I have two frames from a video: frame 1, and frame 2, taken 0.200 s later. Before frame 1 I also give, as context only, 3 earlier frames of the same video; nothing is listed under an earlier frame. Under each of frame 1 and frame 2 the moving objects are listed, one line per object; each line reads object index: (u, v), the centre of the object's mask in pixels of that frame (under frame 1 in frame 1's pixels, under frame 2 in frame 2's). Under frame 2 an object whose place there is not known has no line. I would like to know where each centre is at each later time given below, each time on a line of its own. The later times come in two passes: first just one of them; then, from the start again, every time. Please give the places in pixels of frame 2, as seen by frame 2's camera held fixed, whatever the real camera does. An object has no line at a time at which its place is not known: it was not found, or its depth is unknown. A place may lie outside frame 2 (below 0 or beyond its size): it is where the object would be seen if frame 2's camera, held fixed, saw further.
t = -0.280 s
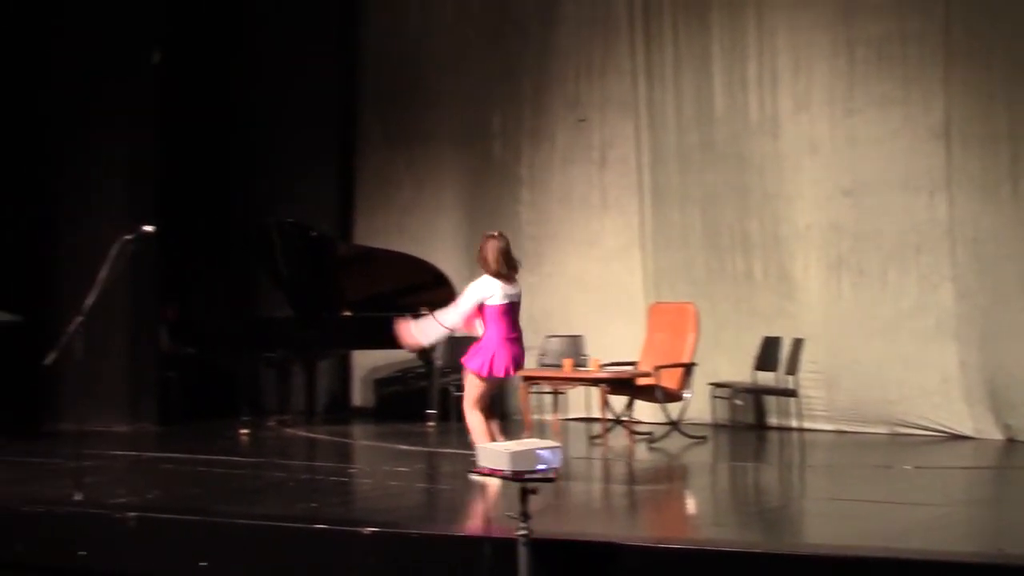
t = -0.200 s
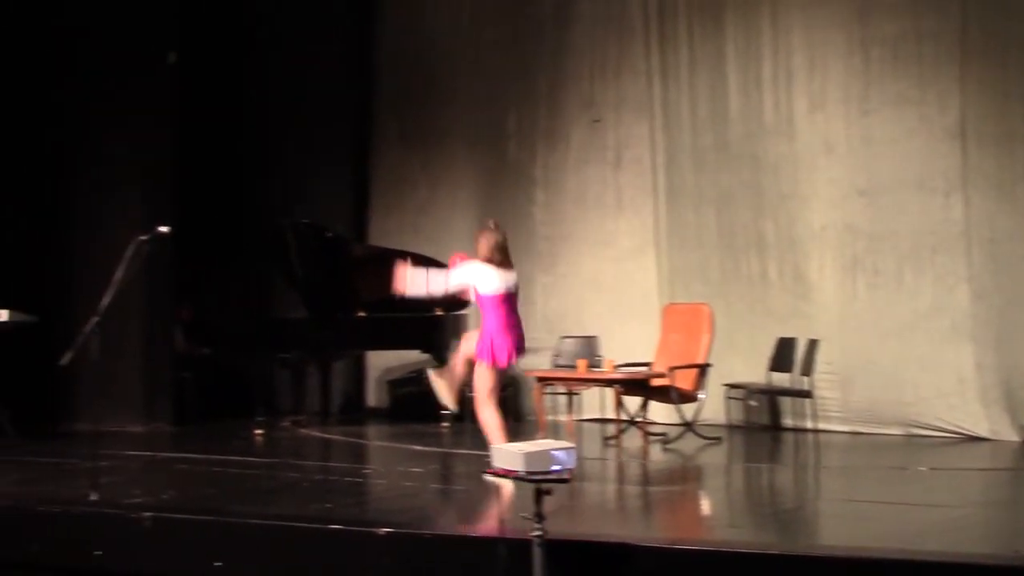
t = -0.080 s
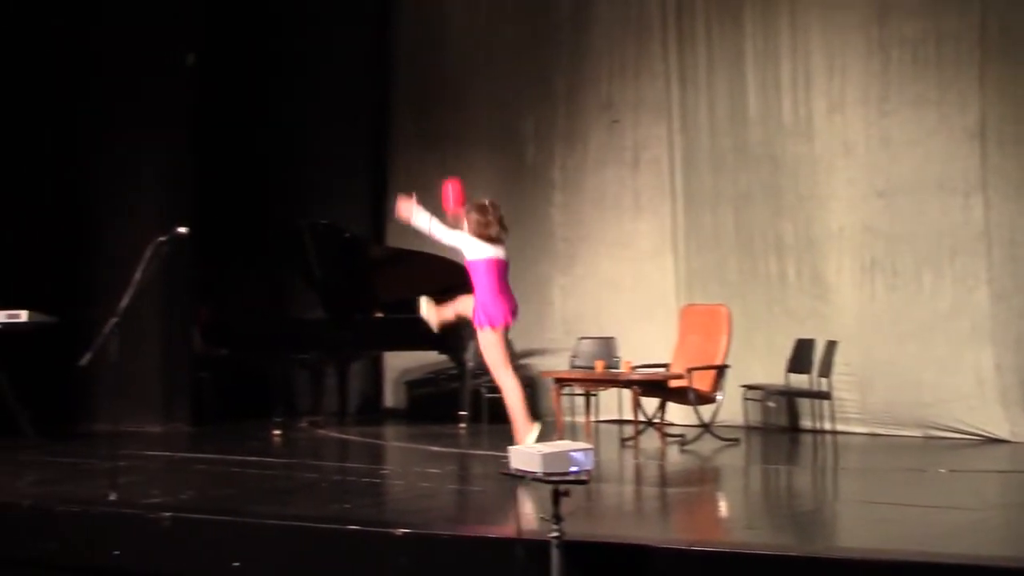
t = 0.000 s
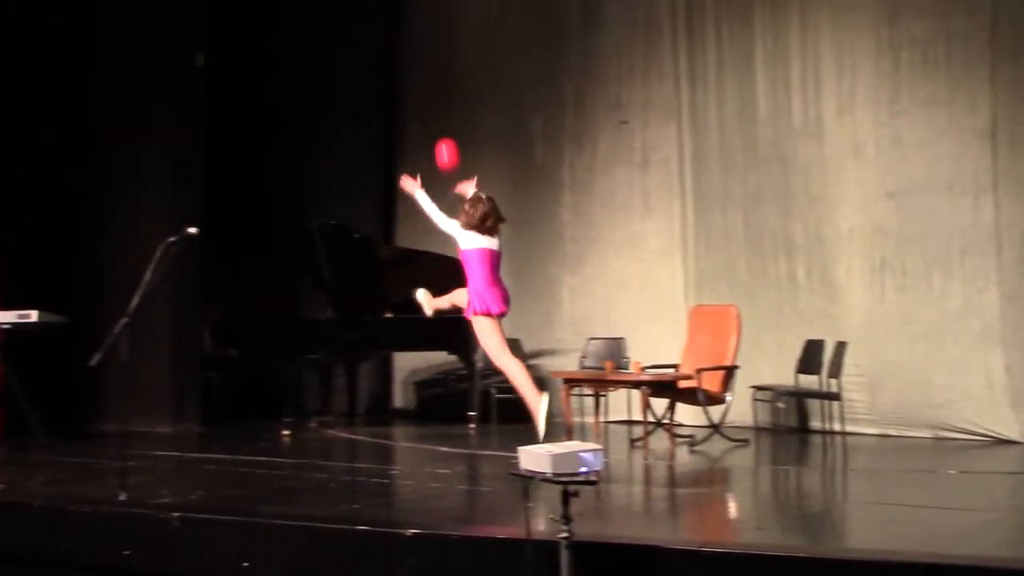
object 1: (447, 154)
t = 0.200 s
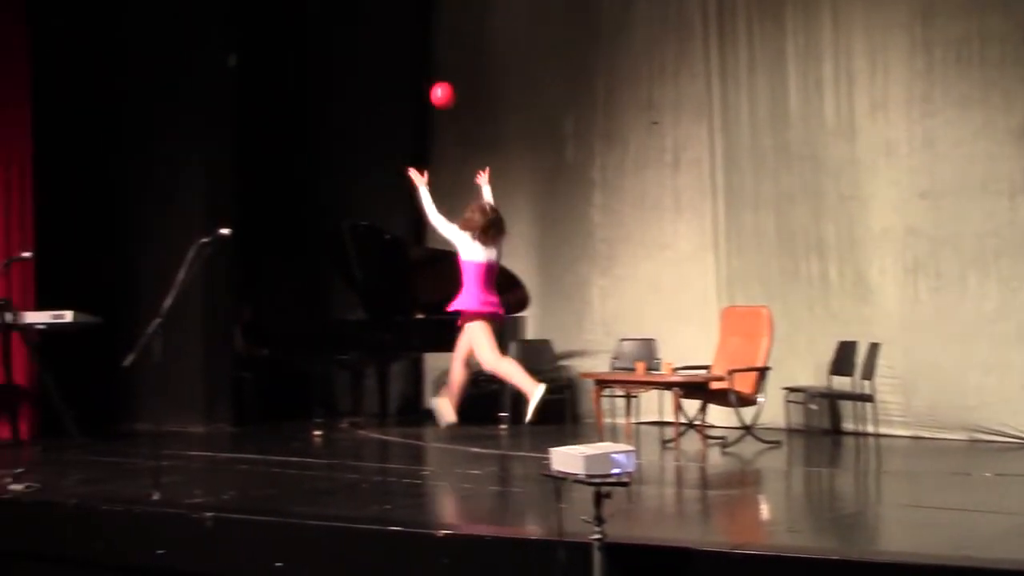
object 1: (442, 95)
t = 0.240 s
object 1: (434, 89)
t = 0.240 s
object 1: (434, 89)
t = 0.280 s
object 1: (427, 87)
